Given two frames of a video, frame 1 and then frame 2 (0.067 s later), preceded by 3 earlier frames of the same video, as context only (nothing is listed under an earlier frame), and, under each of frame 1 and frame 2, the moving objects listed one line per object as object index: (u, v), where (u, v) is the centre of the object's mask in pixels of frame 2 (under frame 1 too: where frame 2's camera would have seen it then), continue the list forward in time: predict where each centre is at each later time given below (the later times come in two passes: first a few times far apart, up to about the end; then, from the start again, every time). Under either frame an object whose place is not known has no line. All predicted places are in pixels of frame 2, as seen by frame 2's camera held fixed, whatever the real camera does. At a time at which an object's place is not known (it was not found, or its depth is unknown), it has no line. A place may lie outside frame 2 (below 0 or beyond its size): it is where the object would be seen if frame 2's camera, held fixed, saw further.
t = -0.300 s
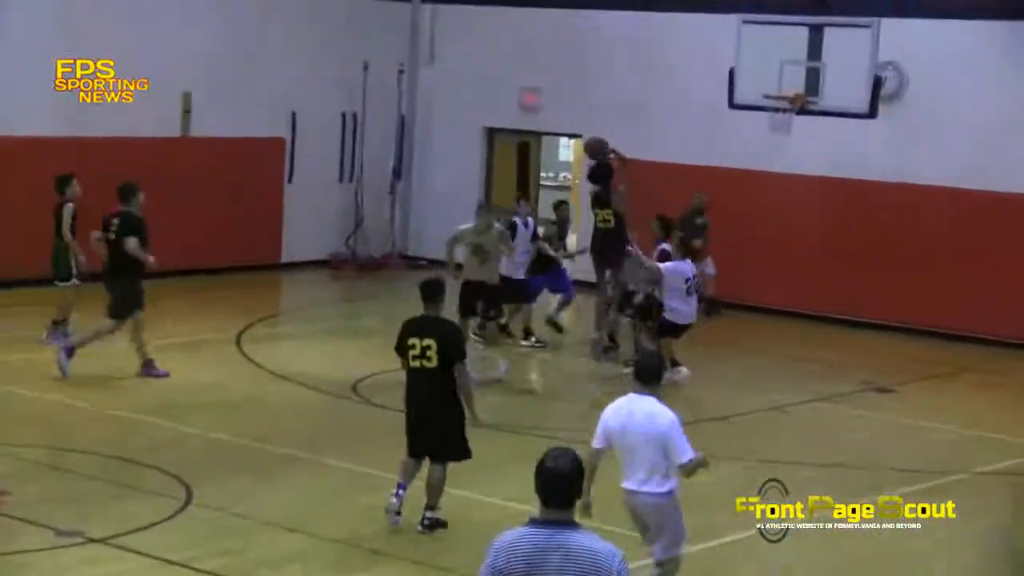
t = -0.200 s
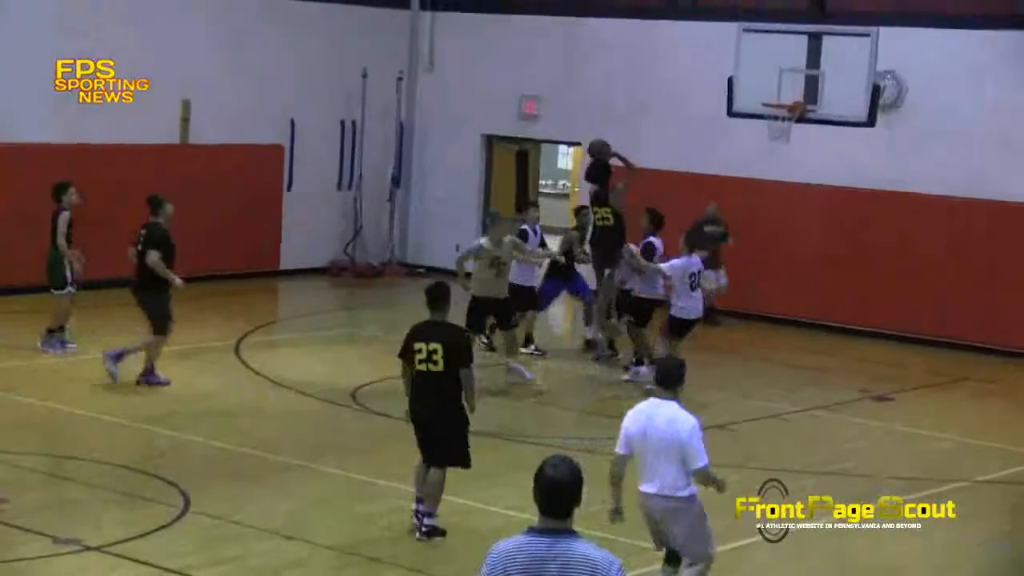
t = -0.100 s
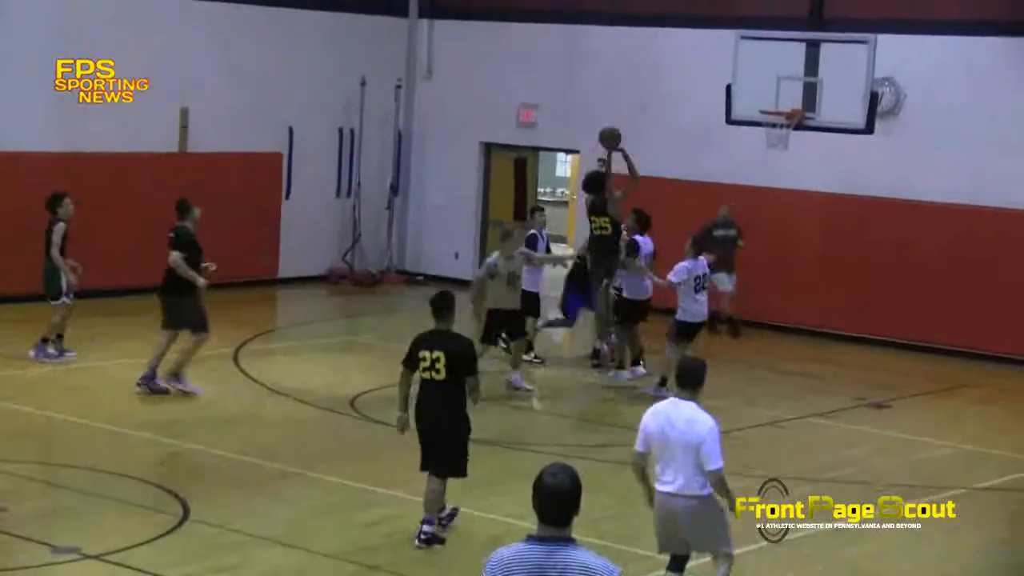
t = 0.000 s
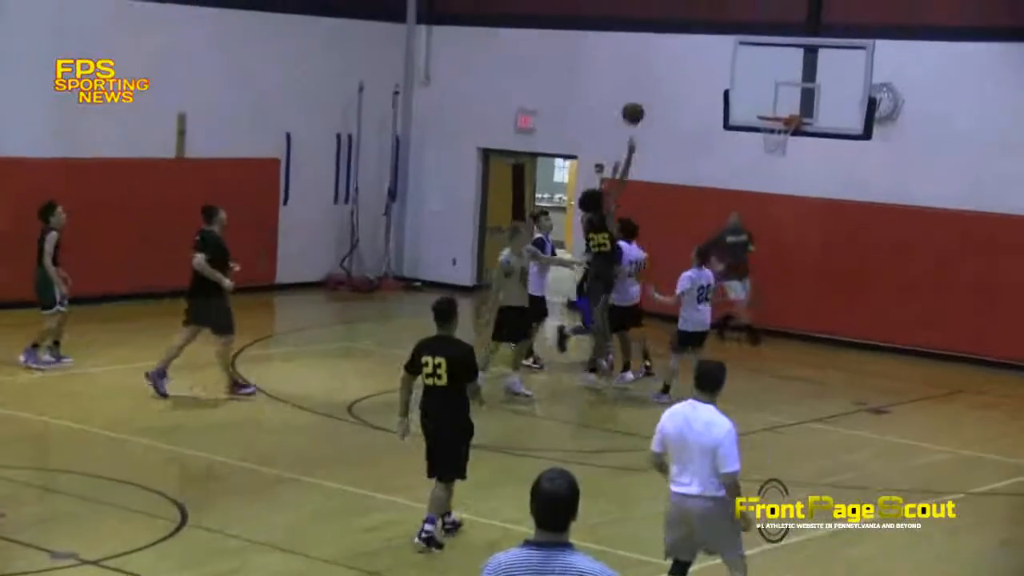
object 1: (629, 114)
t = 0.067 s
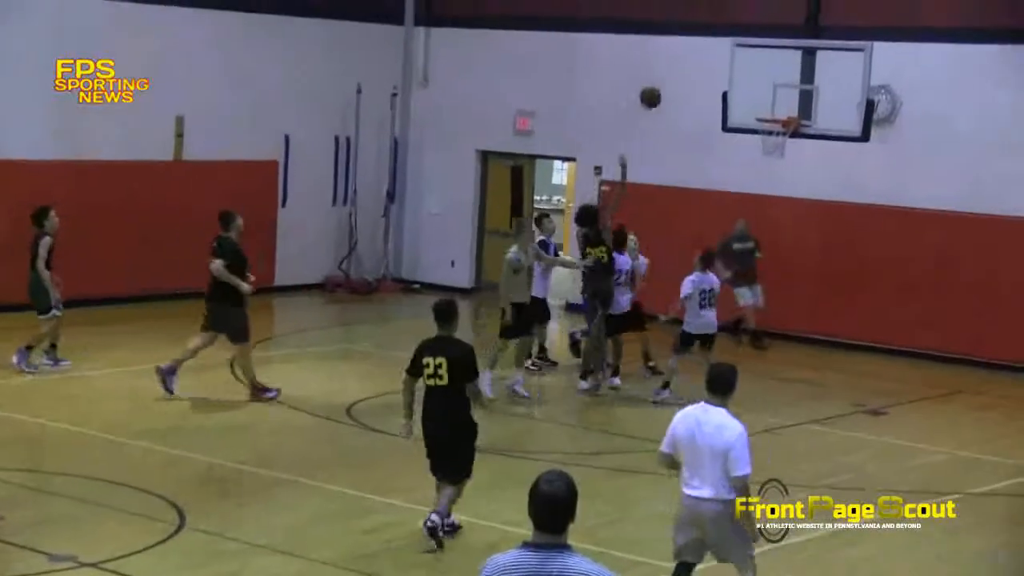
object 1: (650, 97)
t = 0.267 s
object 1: (702, 69)
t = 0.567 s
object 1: (766, 98)
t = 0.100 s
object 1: (659, 89)
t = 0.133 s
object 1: (667, 84)
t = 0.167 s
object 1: (674, 79)
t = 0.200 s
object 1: (682, 75)
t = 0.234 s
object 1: (690, 72)
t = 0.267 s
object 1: (702, 69)
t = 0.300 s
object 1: (713, 67)
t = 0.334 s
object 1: (720, 67)
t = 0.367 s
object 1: (727, 69)
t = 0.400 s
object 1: (734, 71)
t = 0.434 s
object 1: (742, 75)
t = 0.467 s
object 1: (749, 79)
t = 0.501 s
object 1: (756, 84)
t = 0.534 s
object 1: (761, 91)
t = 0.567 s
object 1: (766, 98)
